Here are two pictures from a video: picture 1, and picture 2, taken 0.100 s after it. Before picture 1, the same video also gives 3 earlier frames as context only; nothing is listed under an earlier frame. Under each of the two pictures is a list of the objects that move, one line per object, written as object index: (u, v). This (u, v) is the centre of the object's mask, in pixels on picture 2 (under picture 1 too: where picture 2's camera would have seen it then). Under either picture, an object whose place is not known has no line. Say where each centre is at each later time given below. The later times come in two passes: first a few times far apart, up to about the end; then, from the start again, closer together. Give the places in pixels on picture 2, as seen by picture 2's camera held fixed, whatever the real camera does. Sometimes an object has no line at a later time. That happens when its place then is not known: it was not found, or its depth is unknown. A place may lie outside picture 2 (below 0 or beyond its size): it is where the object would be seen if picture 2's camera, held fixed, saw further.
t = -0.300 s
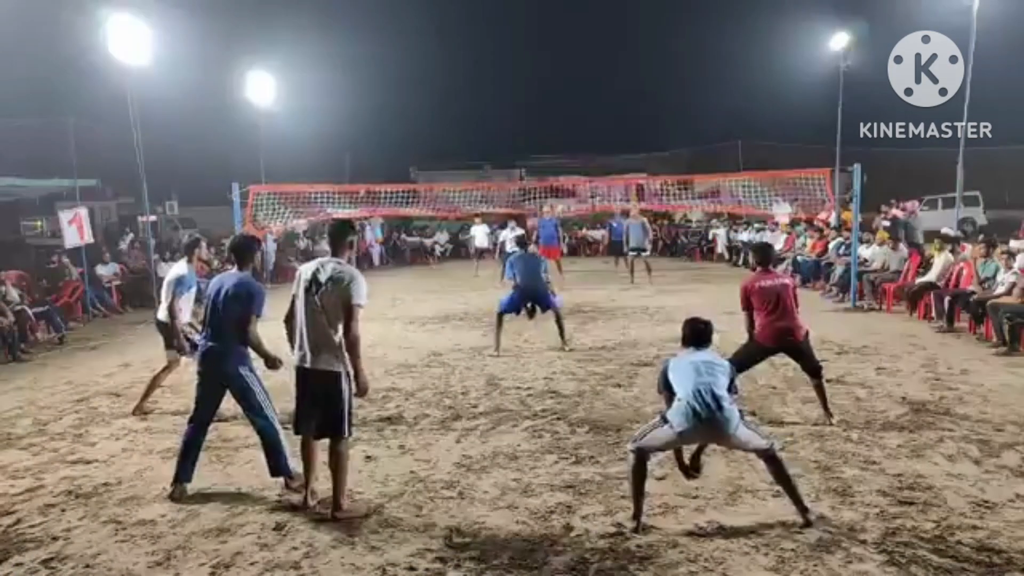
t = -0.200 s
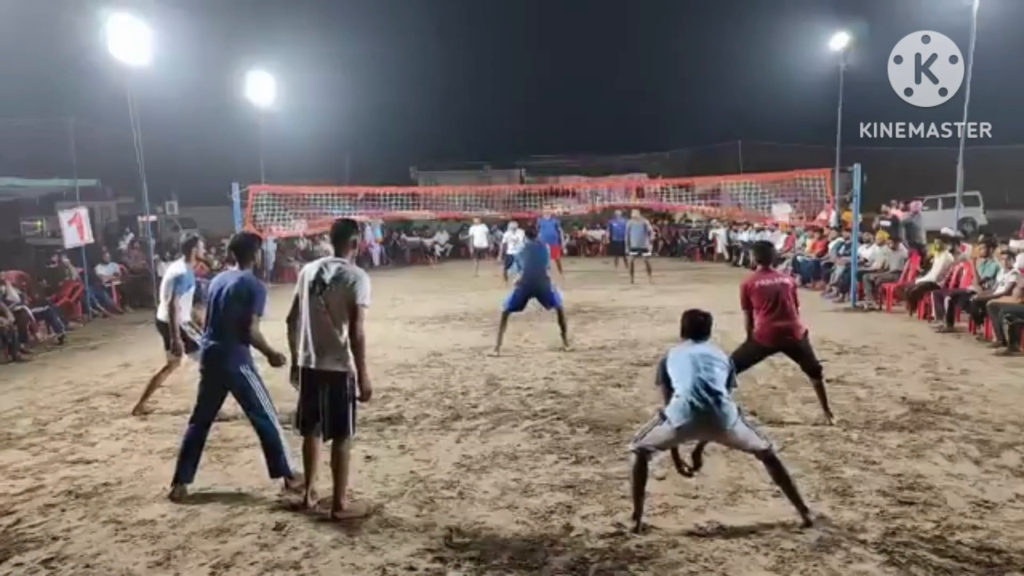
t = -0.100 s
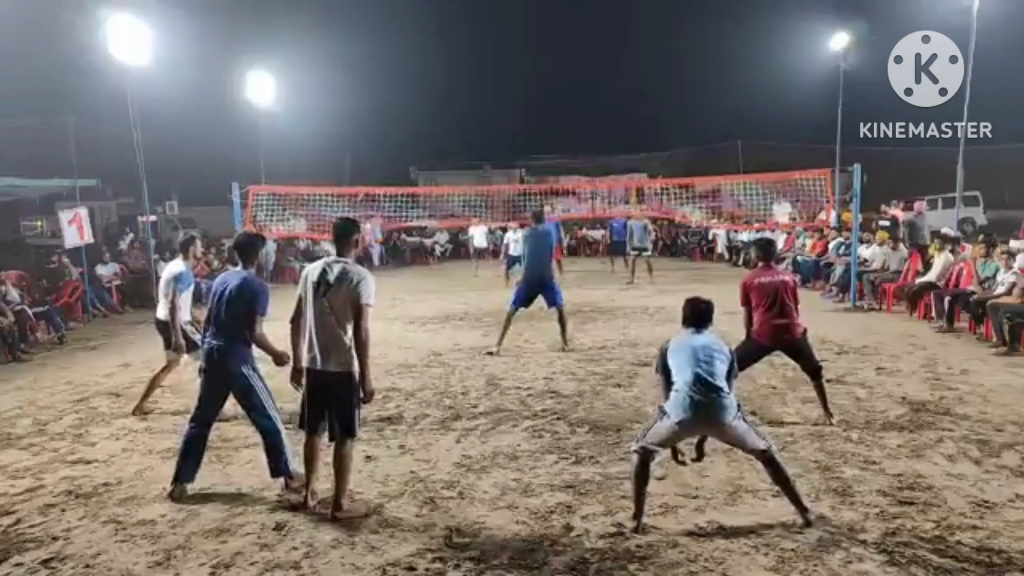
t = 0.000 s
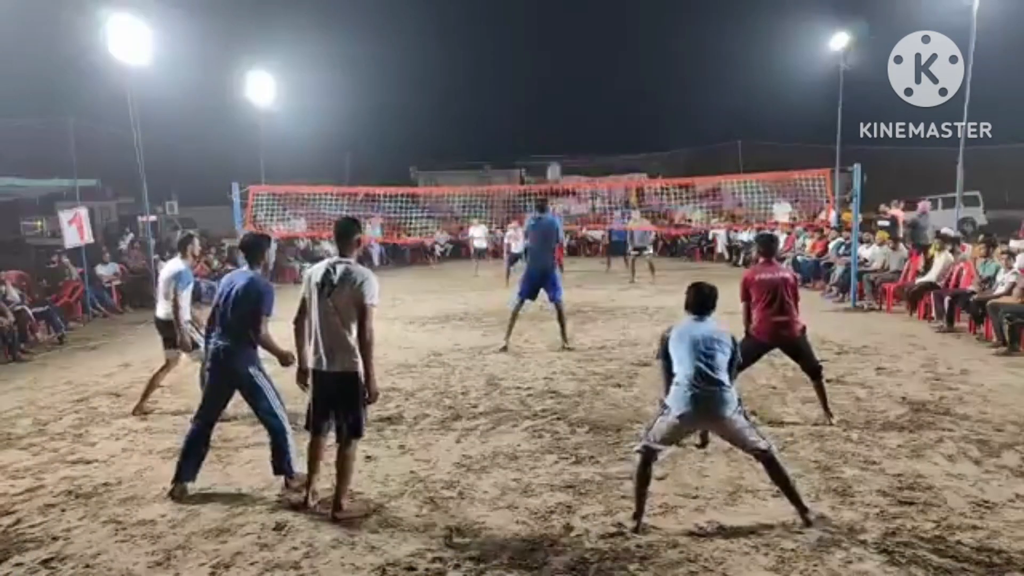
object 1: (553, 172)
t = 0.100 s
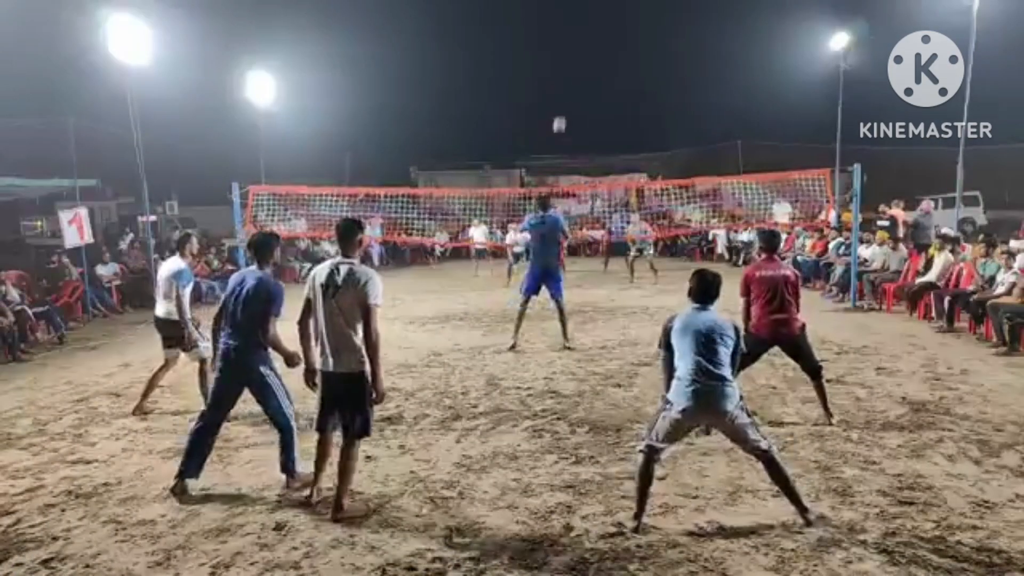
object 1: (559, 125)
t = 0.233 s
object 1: (566, 75)
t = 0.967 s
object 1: (593, 41)
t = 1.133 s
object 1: (598, 69)
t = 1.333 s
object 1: (603, 116)
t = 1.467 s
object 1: (605, 150)
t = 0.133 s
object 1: (561, 110)
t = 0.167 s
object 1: (562, 98)
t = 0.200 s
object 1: (564, 86)
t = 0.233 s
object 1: (566, 75)
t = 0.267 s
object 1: (568, 65)
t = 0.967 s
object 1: (593, 41)
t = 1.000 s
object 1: (594, 46)
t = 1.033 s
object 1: (595, 51)
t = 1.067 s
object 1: (596, 57)
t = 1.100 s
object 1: (597, 63)
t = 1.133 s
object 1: (598, 69)
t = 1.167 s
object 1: (598, 76)
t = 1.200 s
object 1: (599, 83)
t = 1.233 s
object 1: (600, 91)
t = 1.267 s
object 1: (601, 99)
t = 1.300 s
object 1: (602, 107)
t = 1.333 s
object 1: (603, 116)
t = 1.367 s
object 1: (603, 124)
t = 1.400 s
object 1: (604, 133)
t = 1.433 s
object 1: (605, 142)
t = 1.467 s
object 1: (605, 150)
